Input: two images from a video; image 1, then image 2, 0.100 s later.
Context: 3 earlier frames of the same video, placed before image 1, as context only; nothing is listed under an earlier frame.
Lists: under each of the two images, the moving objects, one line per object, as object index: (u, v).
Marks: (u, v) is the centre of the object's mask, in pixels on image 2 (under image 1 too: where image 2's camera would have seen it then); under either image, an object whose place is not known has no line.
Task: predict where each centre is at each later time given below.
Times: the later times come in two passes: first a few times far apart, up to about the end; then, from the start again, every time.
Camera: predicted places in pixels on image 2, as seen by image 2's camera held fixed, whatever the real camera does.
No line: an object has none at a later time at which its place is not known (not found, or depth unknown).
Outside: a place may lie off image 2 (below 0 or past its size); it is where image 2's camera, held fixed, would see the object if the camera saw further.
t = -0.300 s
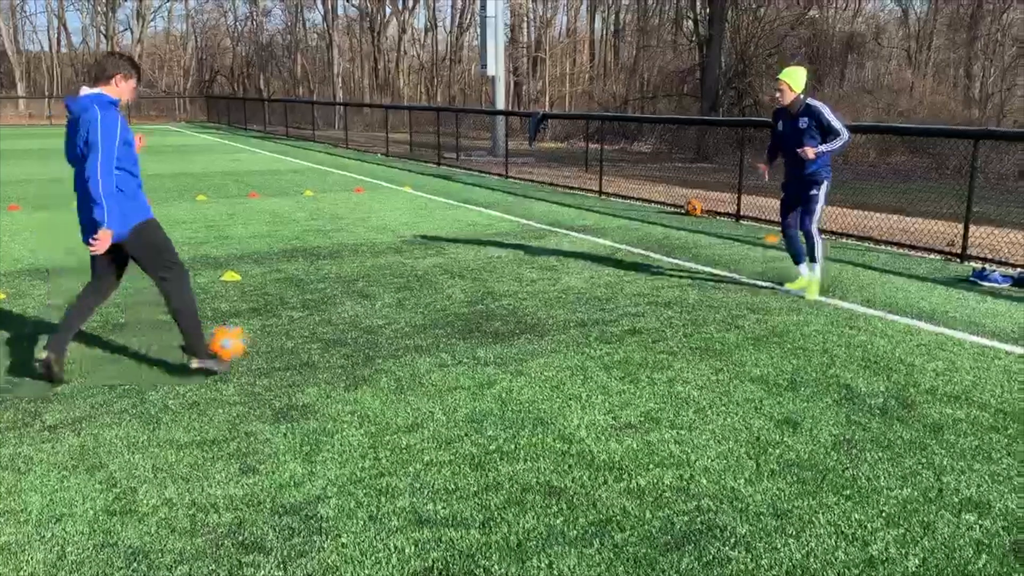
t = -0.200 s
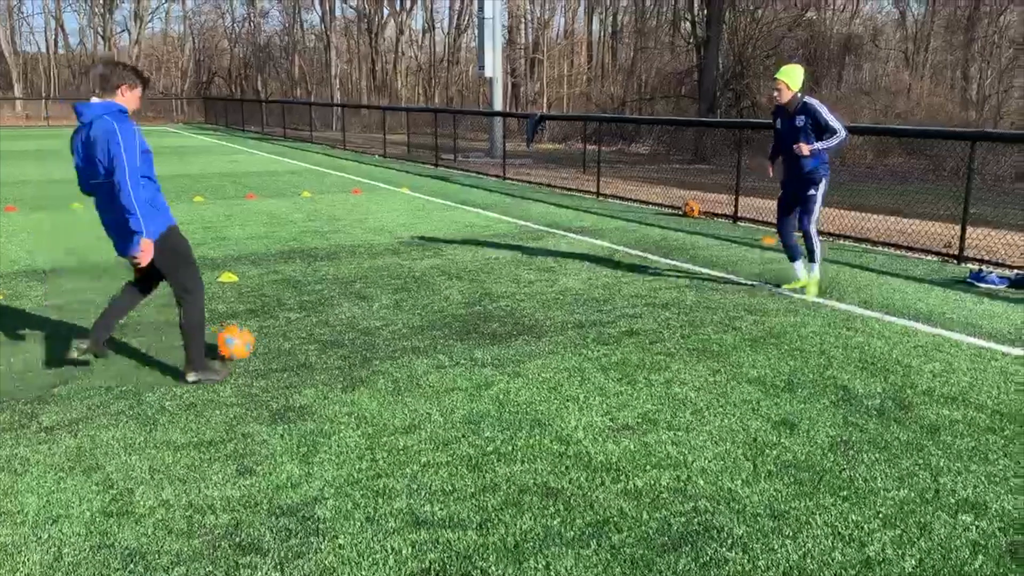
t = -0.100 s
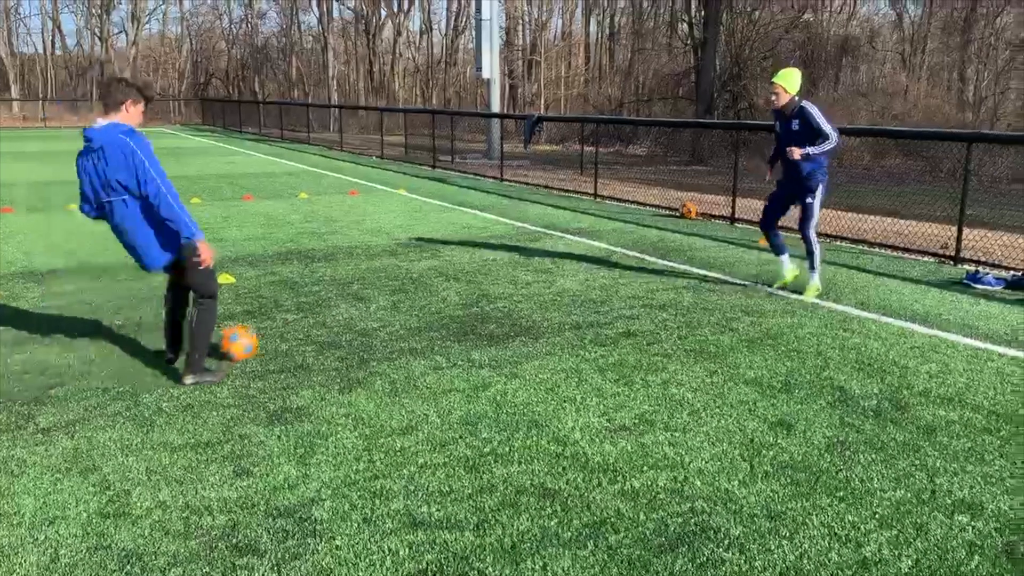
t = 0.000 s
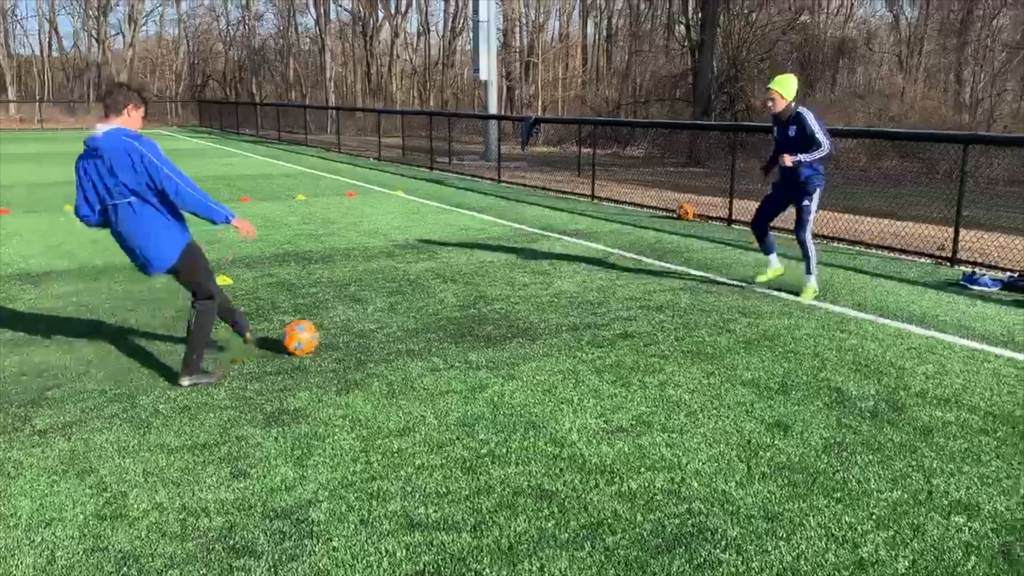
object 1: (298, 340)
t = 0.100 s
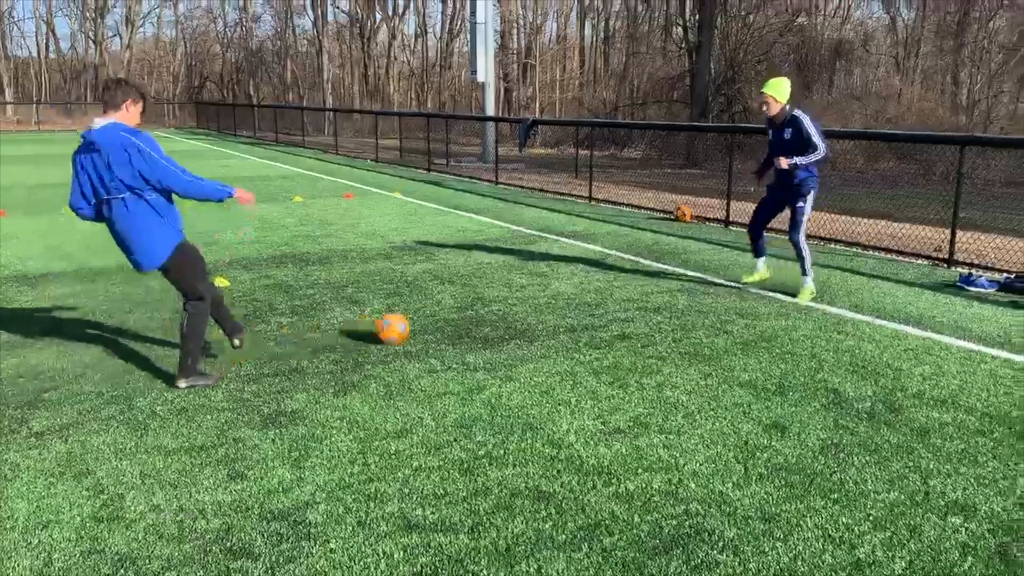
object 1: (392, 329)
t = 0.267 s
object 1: (515, 314)
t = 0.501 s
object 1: (638, 299)
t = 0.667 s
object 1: (707, 292)
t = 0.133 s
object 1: (420, 325)
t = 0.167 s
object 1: (445, 321)
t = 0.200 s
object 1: (469, 318)
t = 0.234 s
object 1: (492, 317)
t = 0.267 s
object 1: (515, 314)
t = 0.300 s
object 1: (534, 311)
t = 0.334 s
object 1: (554, 309)
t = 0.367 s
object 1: (571, 307)
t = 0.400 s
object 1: (589, 305)
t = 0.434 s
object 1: (606, 303)
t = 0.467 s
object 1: (622, 302)
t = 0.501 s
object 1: (638, 299)
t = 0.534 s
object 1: (653, 298)
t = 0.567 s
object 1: (666, 297)
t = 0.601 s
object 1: (680, 295)
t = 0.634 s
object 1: (694, 293)
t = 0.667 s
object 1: (707, 292)
